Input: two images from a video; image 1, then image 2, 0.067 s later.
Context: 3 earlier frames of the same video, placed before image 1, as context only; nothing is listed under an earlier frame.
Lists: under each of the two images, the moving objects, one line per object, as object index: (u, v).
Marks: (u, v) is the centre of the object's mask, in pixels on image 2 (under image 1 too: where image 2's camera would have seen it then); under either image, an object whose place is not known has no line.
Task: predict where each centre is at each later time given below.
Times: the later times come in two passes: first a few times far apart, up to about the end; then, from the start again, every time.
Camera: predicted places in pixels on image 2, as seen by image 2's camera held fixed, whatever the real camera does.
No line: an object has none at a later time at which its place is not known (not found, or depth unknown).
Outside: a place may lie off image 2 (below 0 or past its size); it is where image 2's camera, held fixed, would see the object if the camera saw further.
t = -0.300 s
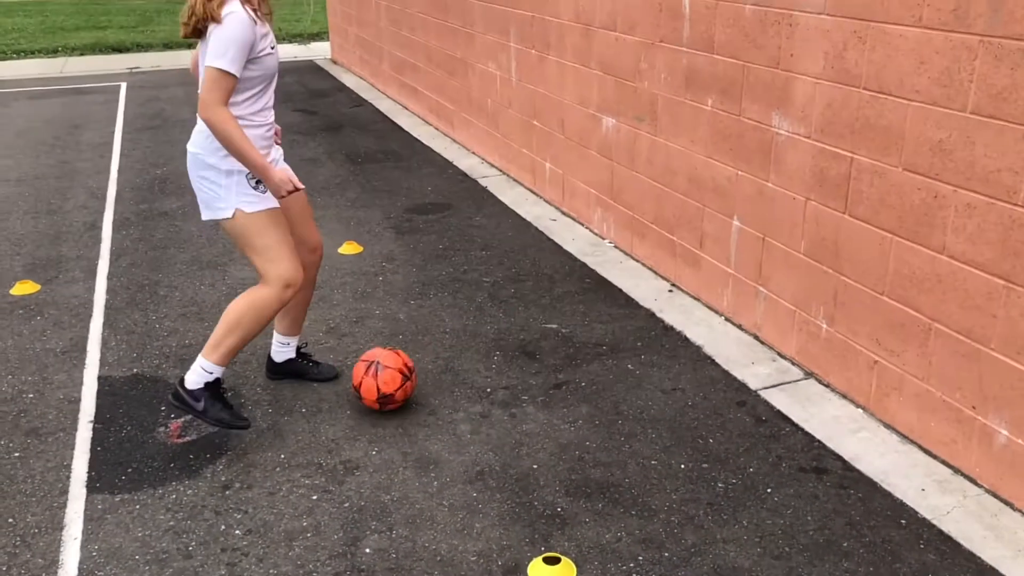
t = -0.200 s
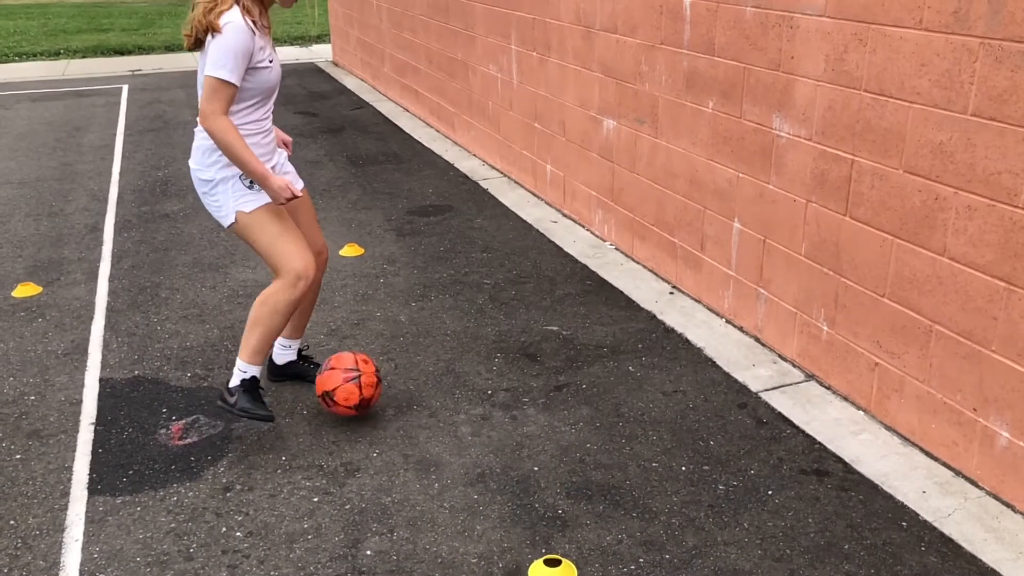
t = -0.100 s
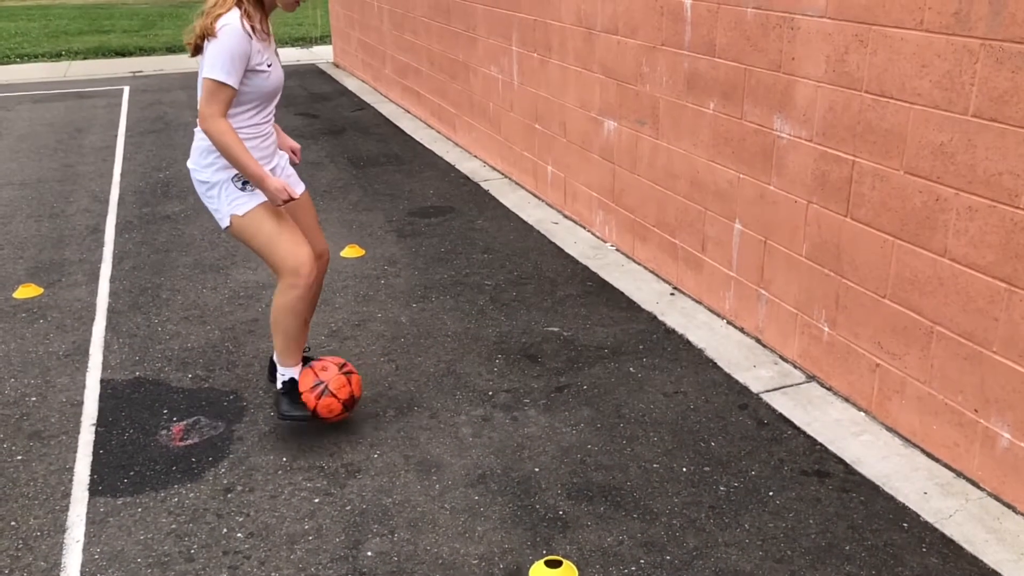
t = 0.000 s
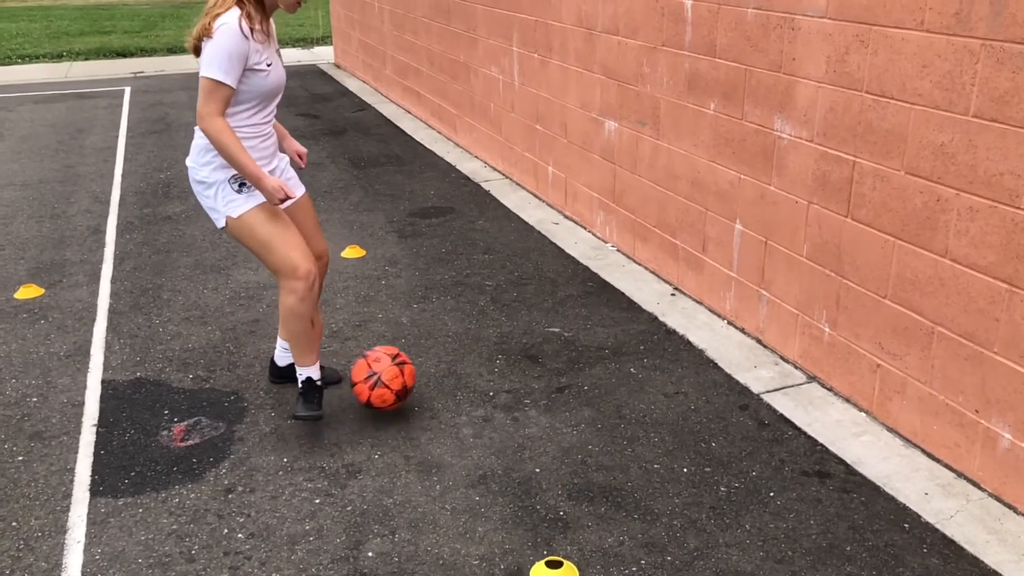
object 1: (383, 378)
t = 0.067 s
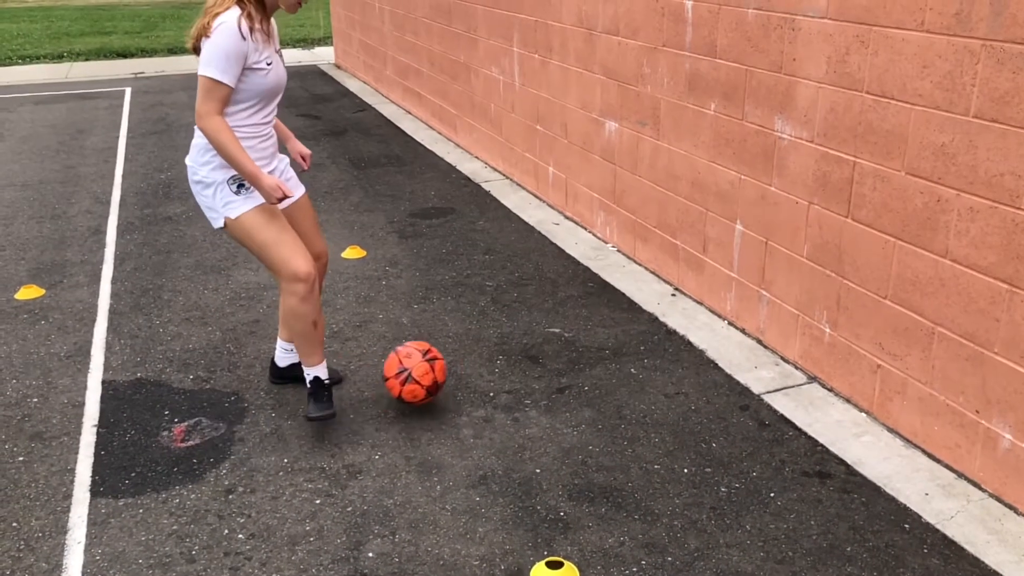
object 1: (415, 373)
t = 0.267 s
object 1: (504, 361)
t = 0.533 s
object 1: (607, 342)
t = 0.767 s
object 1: (689, 327)
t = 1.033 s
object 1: (723, 322)
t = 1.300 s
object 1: (654, 336)
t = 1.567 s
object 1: (590, 344)
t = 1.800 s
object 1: (535, 355)
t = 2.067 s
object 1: (477, 366)
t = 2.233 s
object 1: (442, 372)
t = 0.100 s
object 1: (430, 370)
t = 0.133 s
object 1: (445, 368)
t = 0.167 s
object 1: (460, 366)
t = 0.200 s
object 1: (475, 364)
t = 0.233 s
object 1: (489, 362)
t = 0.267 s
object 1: (504, 361)
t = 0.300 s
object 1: (518, 359)
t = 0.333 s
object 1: (532, 358)
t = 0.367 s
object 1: (545, 357)
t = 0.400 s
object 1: (558, 354)
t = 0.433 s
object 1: (571, 351)
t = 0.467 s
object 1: (583, 347)
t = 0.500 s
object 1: (595, 344)
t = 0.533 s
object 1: (607, 342)
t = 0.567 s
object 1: (619, 339)
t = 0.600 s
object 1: (631, 336)
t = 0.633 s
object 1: (643, 334)
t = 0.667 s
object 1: (654, 332)
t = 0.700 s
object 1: (666, 330)
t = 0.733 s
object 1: (678, 328)
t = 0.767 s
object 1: (689, 327)
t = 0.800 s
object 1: (700, 325)
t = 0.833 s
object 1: (711, 324)
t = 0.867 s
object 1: (722, 323)
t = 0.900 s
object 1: (733, 322)
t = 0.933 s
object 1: (743, 321)
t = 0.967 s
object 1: (740, 321)
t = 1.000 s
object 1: (731, 322)
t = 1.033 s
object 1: (723, 322)
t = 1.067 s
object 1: (714, 323)
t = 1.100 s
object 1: (706, 325)
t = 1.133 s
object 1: (697, 326)
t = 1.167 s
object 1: (689, 328)
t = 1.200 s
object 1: (680, 330)
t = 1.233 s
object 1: (671, 332)
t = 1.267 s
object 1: (663, 334)
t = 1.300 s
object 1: (654, 336)
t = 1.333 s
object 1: (645, 338)
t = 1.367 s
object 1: (637, 339)
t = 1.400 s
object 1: (630, 339)
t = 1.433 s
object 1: (622, 340)
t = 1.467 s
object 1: (614, 341)
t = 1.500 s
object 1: (606, 342)
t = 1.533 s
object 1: (598, 343)
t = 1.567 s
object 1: (590, 344)
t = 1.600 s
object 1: (582, 346)
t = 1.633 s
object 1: (574, 348)
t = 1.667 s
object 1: (566, 350)
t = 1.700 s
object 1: (558, 352)
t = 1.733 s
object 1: (550, 354)
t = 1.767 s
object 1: (543, 354)
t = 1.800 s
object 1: (535, 355)
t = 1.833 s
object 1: (528, 356)
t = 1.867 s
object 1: (520, 357)
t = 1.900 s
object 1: (513, 358)
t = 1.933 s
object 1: (506, 360)
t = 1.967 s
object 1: (498, 362)
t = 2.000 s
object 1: (491, 364)
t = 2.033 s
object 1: (484, 365)
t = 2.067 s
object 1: (477, 366)
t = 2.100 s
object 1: (470, 367)
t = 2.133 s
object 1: (463, 368)
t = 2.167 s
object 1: (456, 370)
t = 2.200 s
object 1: (449, 371)
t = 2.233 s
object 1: (442, 372)
